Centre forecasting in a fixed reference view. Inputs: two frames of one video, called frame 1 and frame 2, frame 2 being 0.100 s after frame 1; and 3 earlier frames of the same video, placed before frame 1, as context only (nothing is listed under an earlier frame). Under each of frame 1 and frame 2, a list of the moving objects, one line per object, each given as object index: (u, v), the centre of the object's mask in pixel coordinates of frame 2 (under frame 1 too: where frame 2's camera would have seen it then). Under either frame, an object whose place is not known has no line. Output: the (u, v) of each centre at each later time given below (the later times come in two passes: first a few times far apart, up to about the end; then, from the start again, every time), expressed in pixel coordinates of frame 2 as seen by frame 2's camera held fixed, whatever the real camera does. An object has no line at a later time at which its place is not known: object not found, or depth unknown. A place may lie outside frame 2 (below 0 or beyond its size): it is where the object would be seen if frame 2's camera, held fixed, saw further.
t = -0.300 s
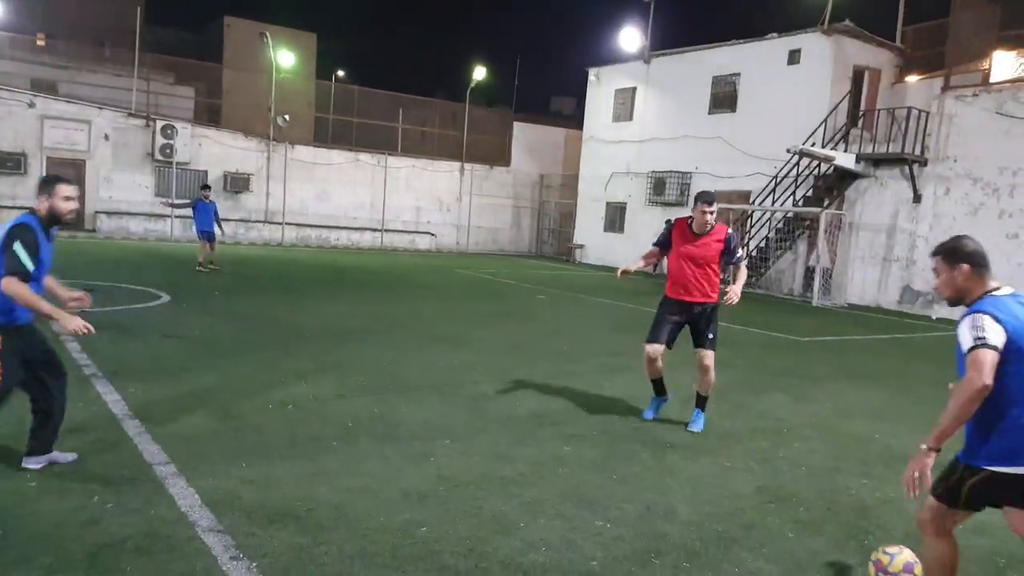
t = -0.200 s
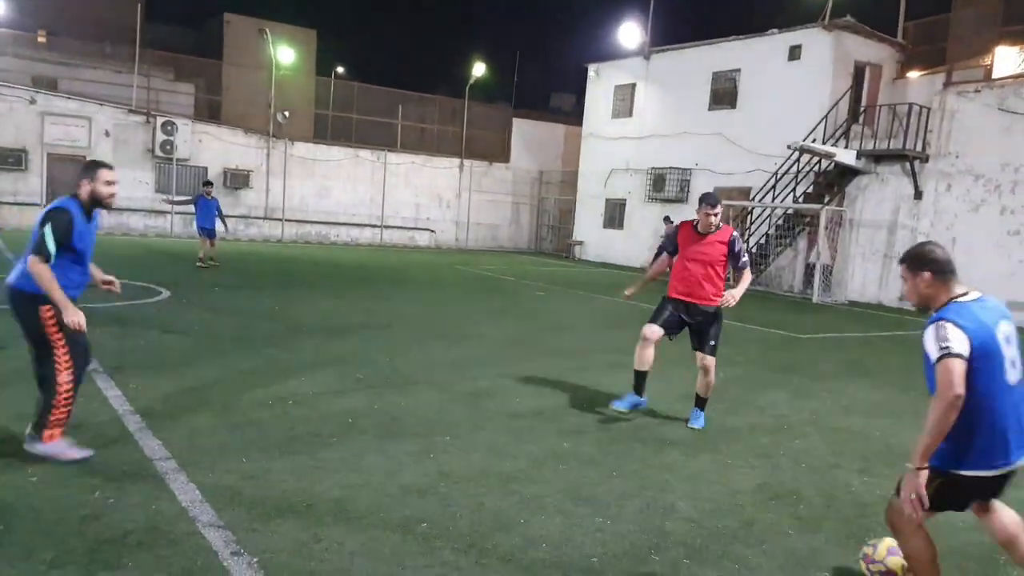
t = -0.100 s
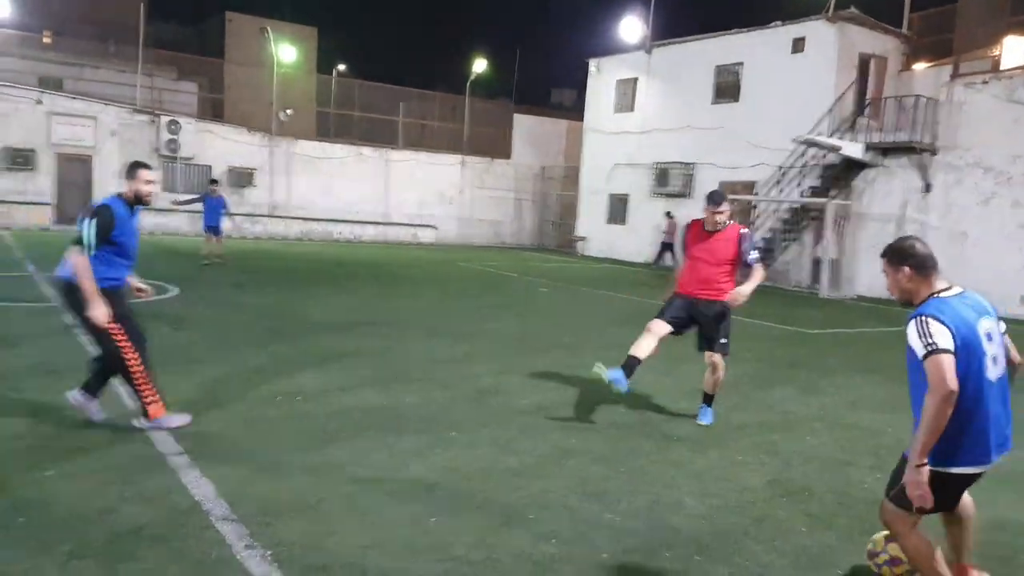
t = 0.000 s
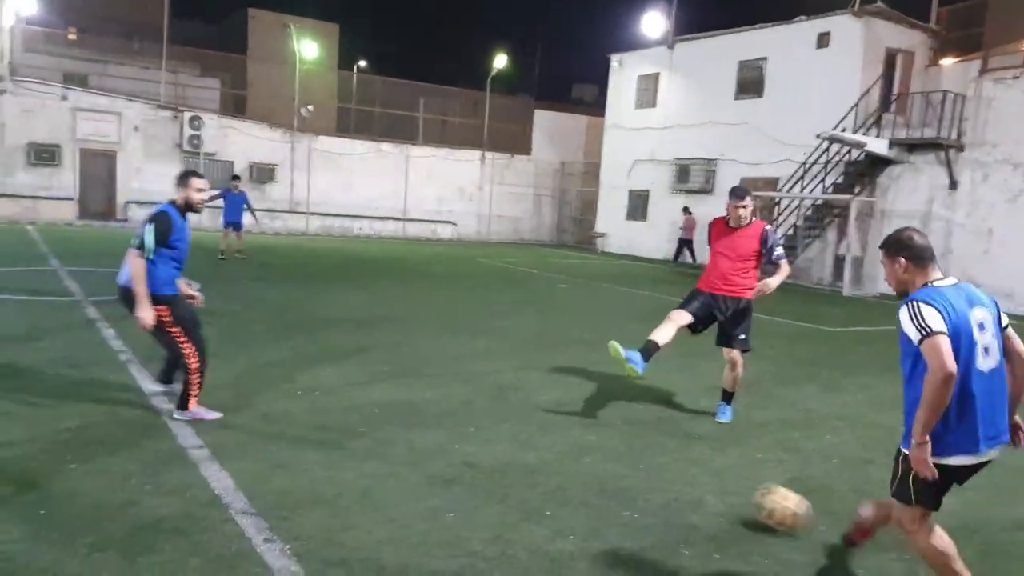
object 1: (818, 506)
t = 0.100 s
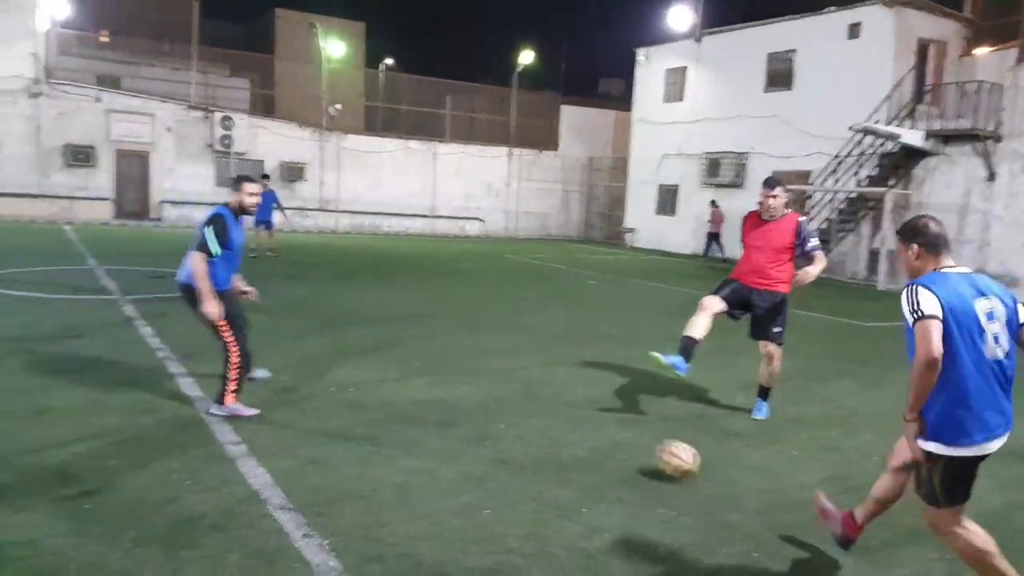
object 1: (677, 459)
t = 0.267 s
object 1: (519, 407)
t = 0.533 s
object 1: (375, 363)
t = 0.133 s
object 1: (639, 446)
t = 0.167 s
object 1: (605, 435)
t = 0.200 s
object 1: (573, 426)
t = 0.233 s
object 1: (544, 417)
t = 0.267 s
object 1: (519, 407)
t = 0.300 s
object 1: (496, 400)
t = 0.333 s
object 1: (474, 394)
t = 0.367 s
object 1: (454, 387)
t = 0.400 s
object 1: (436, 381)
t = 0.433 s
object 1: (419, 376)
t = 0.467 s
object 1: (403, 373)
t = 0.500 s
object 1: (389, 368)
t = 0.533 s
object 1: (375, 363)
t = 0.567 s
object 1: (362, 360)
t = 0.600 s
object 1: (350, 356)
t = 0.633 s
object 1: (338, 352)
